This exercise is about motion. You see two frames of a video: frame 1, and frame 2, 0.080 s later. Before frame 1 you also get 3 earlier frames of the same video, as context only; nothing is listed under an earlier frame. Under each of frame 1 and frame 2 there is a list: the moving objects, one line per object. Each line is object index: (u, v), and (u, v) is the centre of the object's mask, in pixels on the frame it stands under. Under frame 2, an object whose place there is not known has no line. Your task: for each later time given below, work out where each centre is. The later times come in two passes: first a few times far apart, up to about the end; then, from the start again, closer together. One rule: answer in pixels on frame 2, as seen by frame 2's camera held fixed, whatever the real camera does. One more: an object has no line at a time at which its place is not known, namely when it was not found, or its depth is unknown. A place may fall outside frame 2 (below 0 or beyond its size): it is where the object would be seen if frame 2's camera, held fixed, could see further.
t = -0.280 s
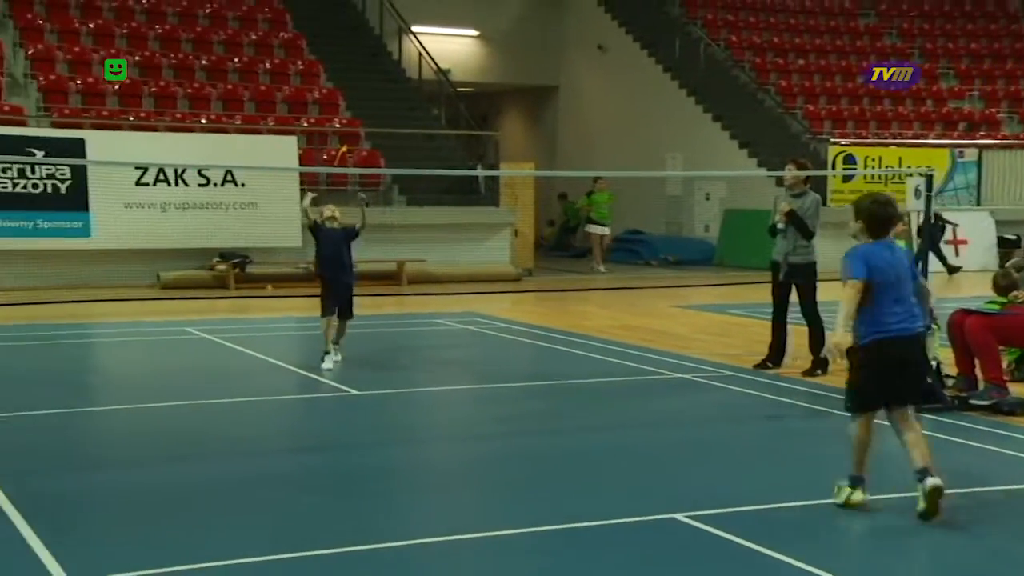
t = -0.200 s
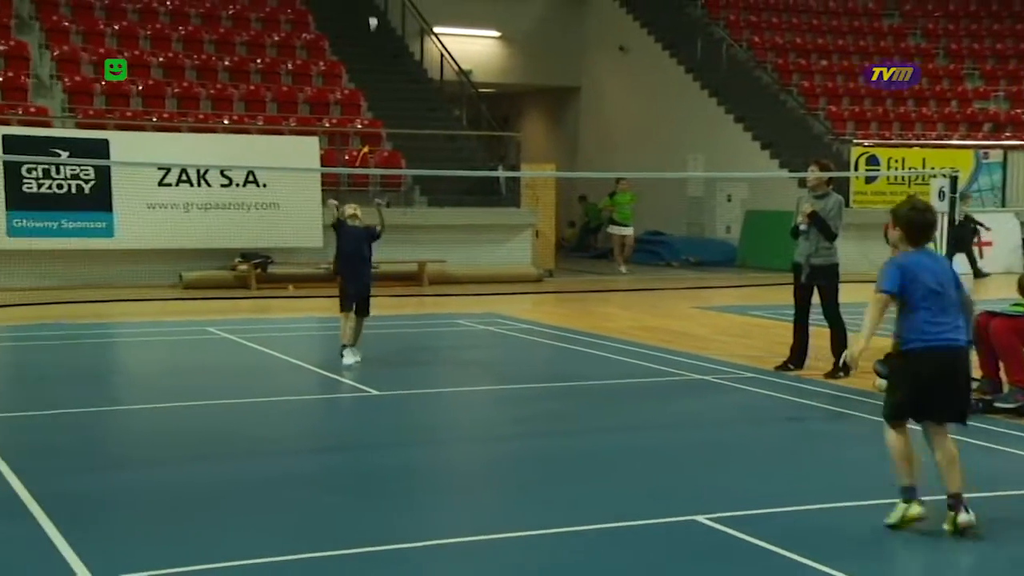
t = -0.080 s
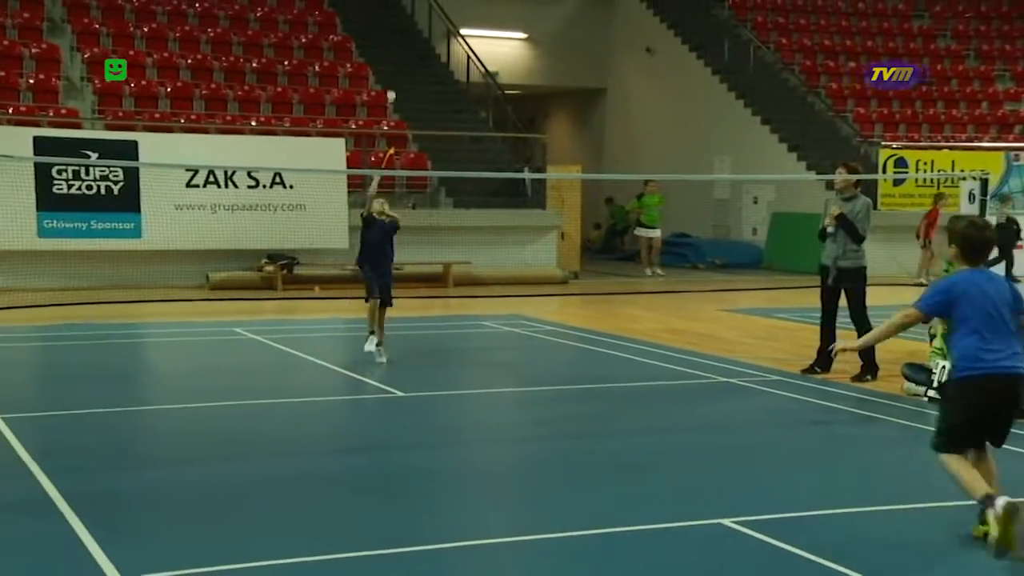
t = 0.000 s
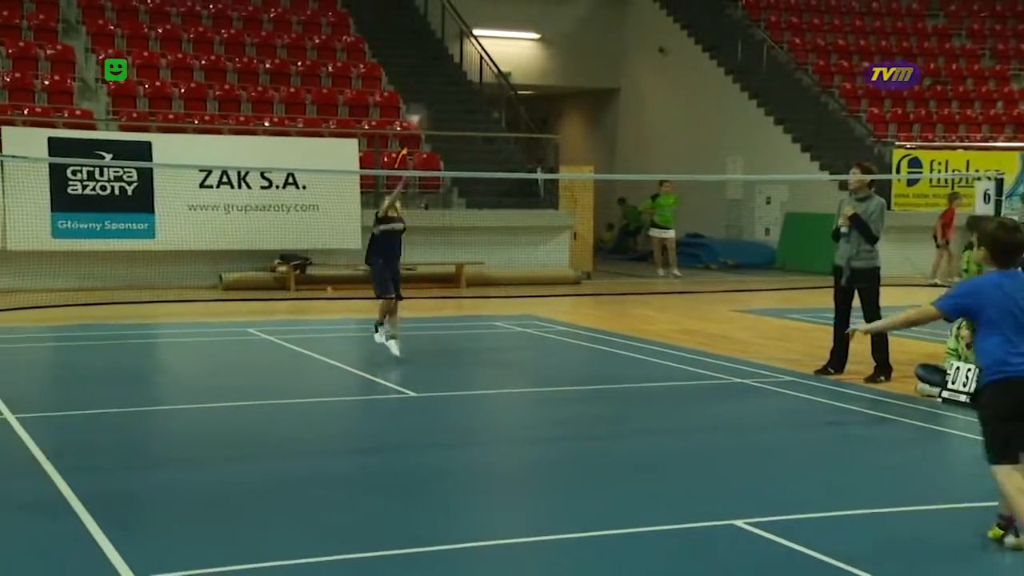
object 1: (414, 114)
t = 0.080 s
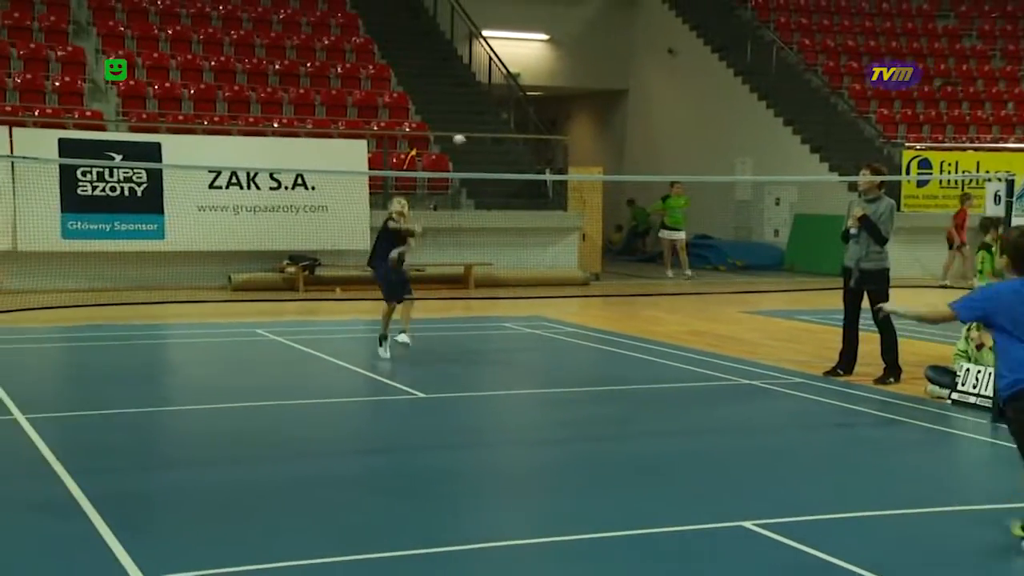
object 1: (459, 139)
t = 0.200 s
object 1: (504, 190)
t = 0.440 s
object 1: (566, 285)
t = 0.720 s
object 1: (559, 333)
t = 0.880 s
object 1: (556, 418)
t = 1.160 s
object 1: (546, 418)
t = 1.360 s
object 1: (545, 435)
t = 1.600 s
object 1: (542, 438)
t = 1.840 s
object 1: (540, 438)
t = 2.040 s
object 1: (540, 439)
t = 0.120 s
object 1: (478, 150)
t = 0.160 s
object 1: (490, 168)
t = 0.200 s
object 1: (504, 190)
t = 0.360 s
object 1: (561, 287)
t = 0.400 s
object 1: (566, 289)
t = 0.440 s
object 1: (566, 285)
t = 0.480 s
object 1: (565, 284)
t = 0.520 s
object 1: (565, 287)
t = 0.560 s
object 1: (564, 291)
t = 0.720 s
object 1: (559, 333)
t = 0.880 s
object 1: (556, 418)
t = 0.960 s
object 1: (552, 418)
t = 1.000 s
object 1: (551, 413)
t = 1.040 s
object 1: (550, 410)
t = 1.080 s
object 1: (548, 410)
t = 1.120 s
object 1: (547, 413)
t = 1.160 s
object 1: (546, 418)
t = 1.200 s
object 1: (546, 426)
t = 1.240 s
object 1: (545, 435)
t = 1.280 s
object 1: (545, 434)
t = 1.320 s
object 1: (545, 434)
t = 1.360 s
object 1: (545, 435)
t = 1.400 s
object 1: (546, 437)
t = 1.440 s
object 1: (545, 437)
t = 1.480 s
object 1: (544, 437)
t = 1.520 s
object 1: (544, 437)
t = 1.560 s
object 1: (543, 437)
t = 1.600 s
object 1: (542, 438)
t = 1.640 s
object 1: (542, 438)
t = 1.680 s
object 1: (542, 438)
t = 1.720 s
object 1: (541, 438)
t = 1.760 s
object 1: (541, 438)
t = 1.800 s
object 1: (541, 438)
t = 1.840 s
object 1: (540, 438)
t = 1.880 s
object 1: (540, 438)
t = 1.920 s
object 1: (540, 438)
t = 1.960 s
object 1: (540, 438)
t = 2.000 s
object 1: (540, 439)
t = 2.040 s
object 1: (540, 439)
